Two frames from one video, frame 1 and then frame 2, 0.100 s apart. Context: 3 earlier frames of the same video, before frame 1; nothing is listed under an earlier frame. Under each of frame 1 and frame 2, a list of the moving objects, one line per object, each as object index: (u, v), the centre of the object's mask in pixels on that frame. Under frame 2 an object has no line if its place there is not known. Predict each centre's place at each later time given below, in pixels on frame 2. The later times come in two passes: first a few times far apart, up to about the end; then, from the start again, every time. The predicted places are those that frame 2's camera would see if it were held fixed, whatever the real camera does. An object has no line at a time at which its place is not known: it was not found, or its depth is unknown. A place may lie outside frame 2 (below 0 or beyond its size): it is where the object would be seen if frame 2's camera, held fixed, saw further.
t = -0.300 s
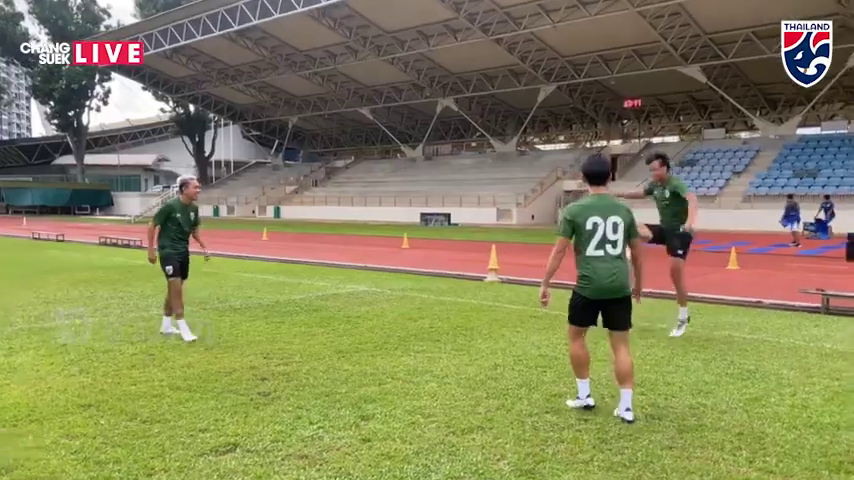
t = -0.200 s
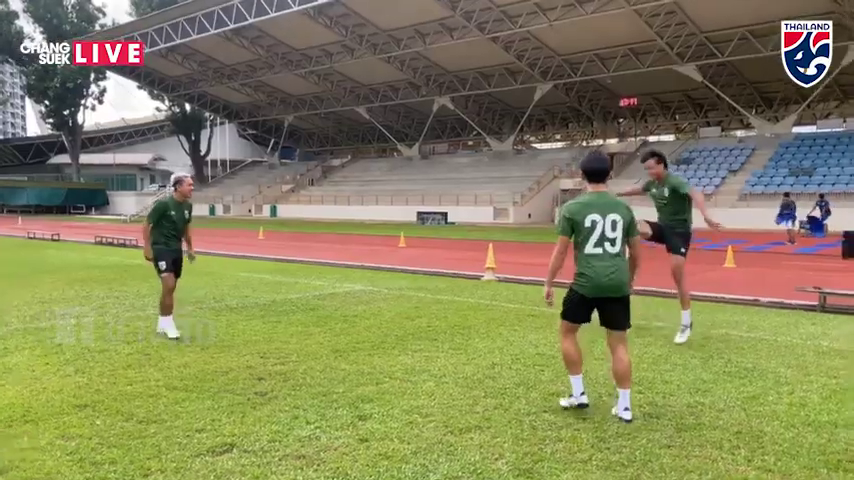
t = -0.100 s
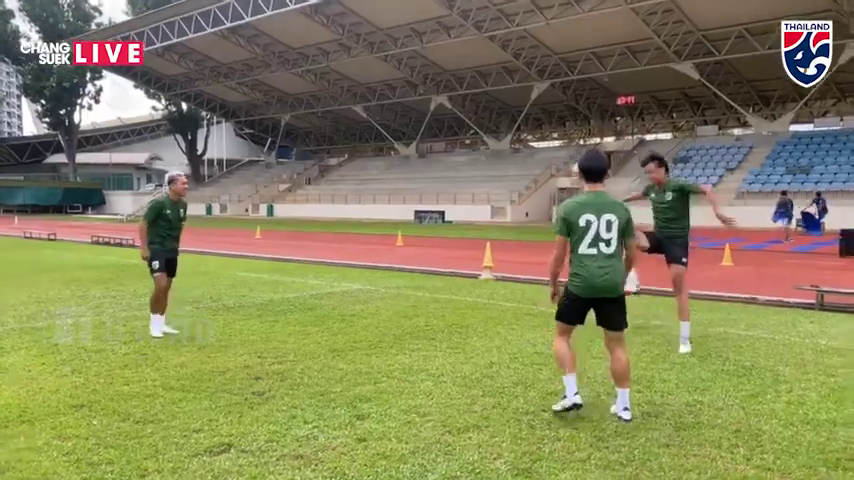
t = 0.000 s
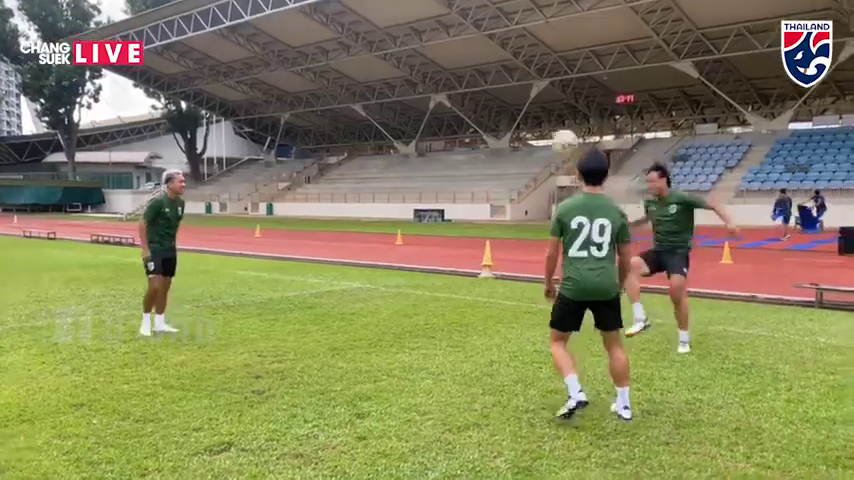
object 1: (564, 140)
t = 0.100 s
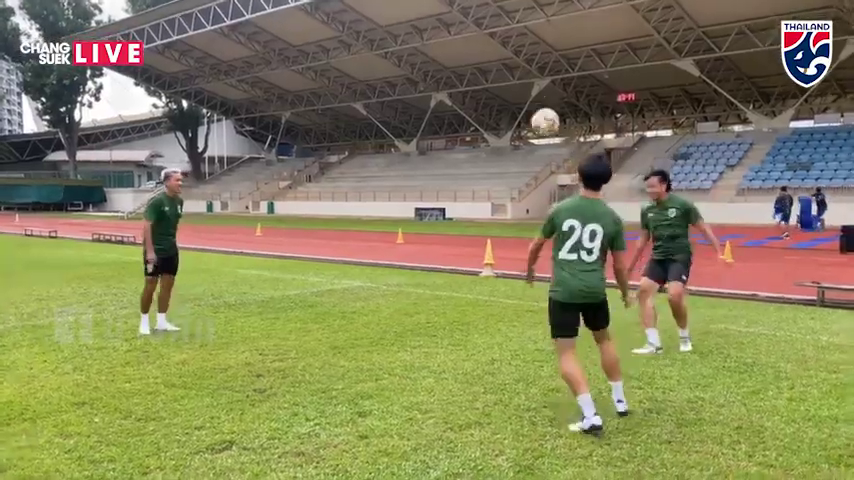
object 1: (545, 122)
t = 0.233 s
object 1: (514, 114)
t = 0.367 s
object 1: (481, 129)
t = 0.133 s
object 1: (538, 118)
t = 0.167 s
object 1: (530, 115)
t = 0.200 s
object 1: (523, 114)
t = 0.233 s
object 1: (514, 114)
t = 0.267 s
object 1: (506, 115)
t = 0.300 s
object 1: (498, 119)
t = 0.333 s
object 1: (489, 122)
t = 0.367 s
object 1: (481, 129)
